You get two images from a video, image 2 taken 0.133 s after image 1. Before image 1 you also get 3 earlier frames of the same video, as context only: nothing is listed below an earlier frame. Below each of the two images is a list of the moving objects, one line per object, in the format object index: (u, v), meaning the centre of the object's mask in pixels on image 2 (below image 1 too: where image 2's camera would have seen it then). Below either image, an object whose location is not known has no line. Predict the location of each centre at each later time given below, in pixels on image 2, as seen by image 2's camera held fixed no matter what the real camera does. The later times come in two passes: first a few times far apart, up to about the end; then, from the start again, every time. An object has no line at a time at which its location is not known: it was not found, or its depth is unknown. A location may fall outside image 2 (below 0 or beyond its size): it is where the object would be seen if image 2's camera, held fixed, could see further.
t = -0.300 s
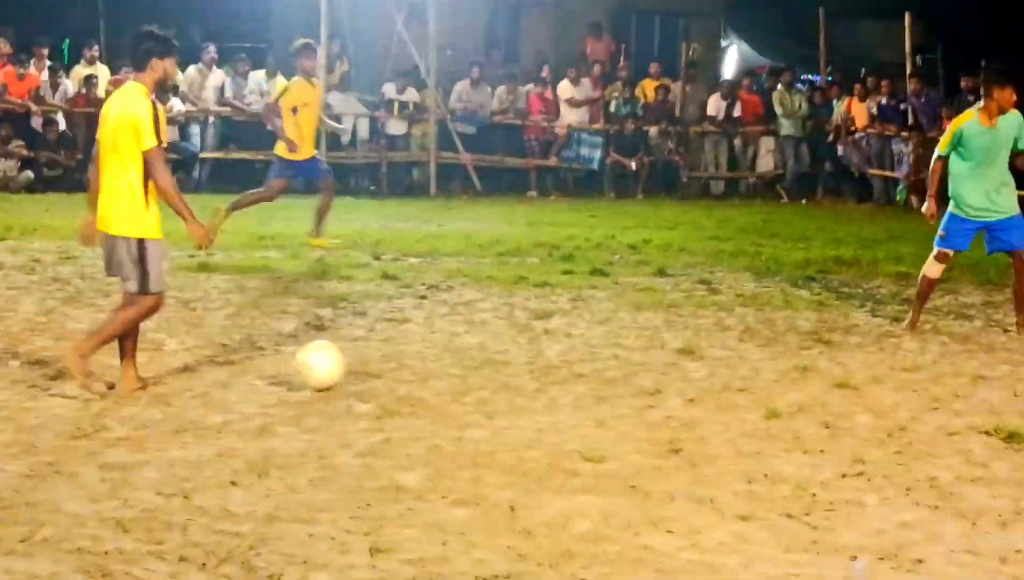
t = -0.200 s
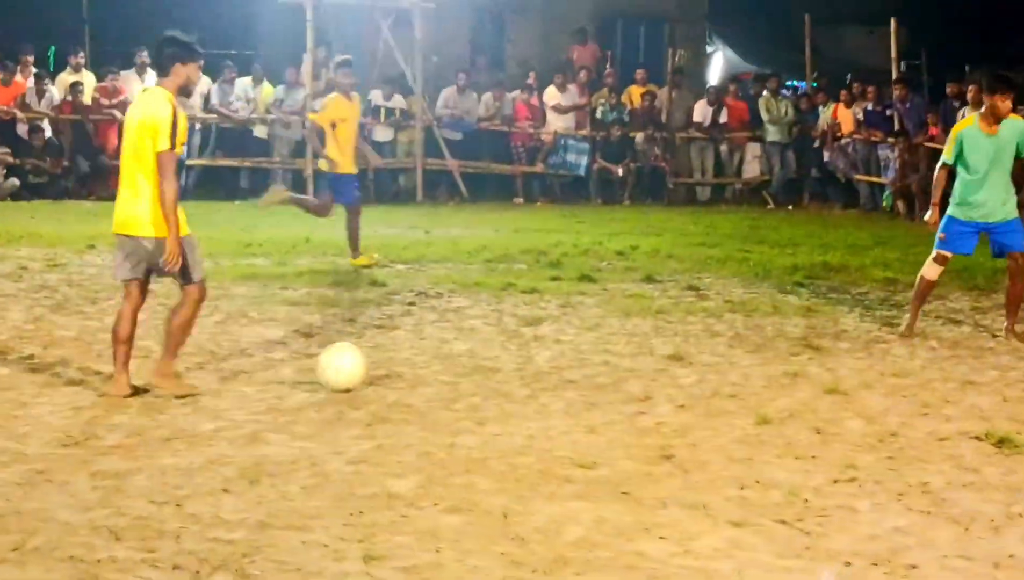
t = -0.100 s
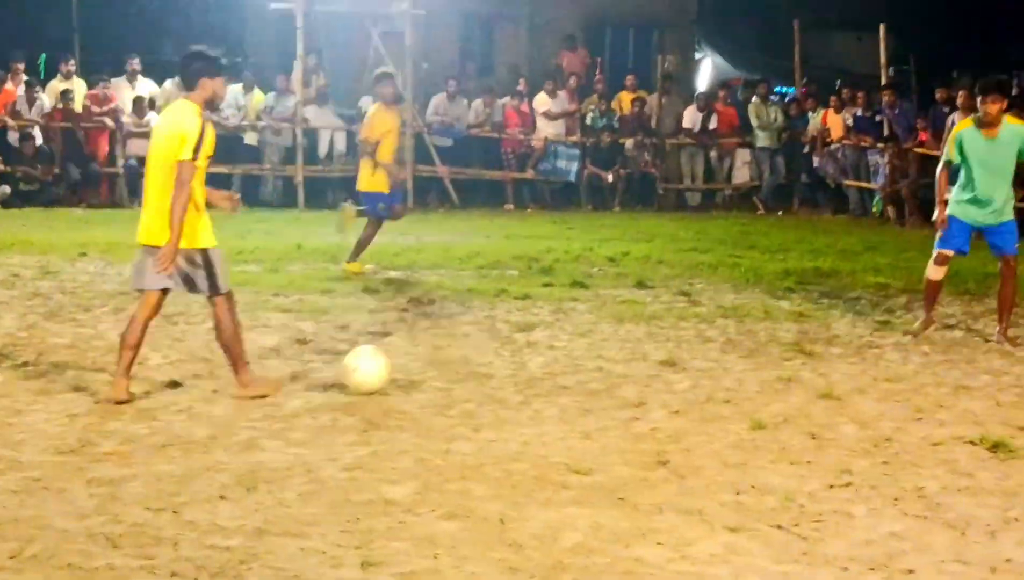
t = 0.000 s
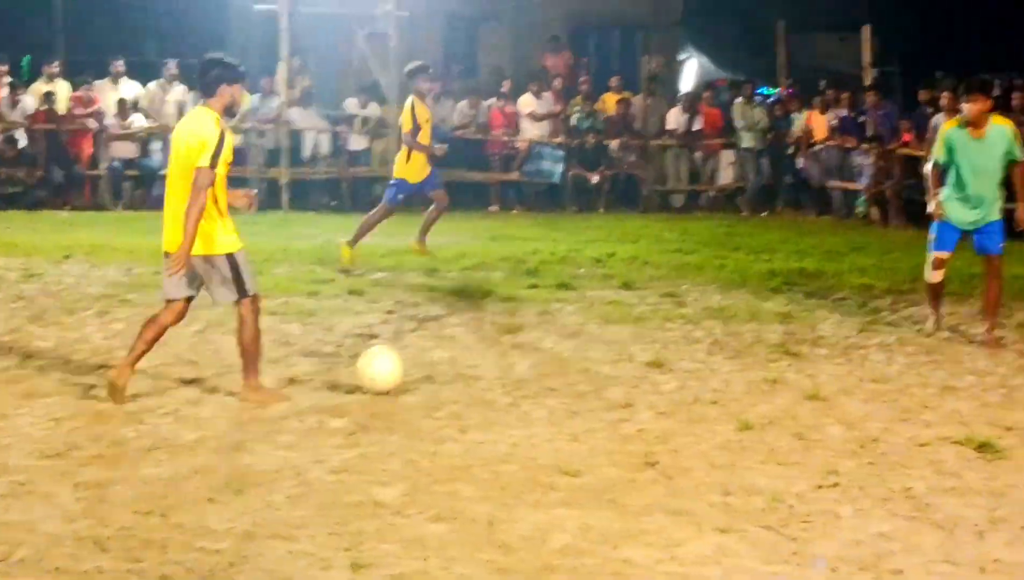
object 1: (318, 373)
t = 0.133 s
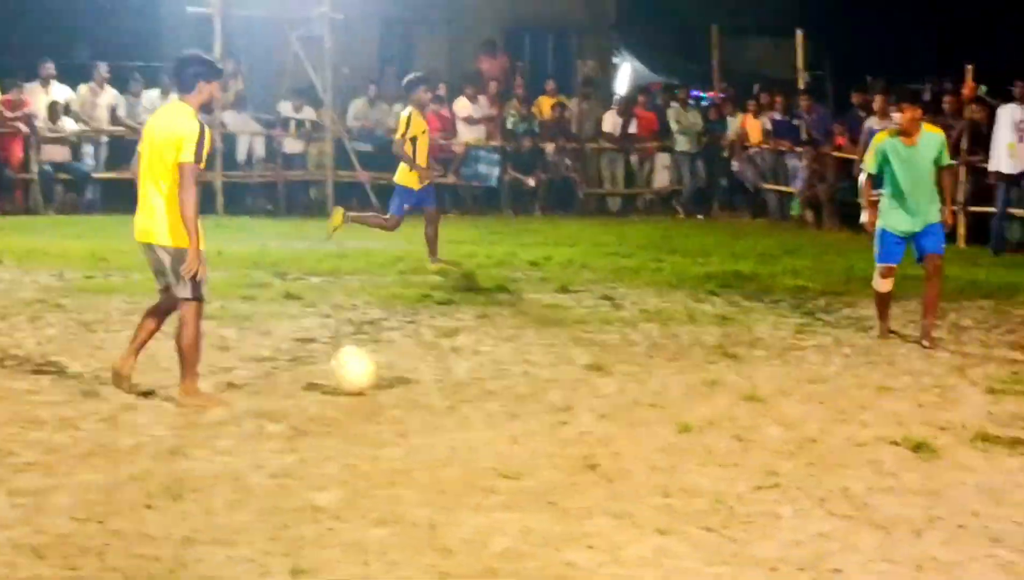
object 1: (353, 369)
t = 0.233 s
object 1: (379, 367)
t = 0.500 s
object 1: (437, 360)
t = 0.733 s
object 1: (483, 361)
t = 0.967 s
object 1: (525, 359)
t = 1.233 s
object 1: (562, 356)
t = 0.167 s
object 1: (361, 369)
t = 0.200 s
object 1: (369, 367)
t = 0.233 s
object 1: (379, 367)
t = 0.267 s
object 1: (385, 369)
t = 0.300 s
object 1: (392, 366)
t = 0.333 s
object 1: (402, 366)
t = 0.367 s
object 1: (409, 366)
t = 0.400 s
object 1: (417, 366)
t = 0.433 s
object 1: (424, 366)
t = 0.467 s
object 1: (431, 362)
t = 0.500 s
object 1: (437, 360)
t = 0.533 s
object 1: (443, 362)
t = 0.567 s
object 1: (450, 363)
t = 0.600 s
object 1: (457, 362)
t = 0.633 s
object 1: (462, 363)
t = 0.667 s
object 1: (470, 361)
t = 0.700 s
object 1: (475, 361)
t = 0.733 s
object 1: (483, 361)
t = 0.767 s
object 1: (489, 359)
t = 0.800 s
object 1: (495, 360)
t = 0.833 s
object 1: (501, 361)
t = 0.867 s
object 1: (507, 359)
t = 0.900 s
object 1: (514, 359)
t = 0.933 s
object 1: (519, 360)
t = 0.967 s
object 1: (525, 359)
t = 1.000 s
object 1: (530, 358)
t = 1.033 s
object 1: (536, 357)
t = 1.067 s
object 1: (540, 357)
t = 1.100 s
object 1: (545, 357)
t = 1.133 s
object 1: (549, 356)
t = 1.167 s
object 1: (553, 356)
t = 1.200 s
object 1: (558, 356)
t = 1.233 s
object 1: (562, 356)
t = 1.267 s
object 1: (567, 354)
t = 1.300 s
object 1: (570, 354)
